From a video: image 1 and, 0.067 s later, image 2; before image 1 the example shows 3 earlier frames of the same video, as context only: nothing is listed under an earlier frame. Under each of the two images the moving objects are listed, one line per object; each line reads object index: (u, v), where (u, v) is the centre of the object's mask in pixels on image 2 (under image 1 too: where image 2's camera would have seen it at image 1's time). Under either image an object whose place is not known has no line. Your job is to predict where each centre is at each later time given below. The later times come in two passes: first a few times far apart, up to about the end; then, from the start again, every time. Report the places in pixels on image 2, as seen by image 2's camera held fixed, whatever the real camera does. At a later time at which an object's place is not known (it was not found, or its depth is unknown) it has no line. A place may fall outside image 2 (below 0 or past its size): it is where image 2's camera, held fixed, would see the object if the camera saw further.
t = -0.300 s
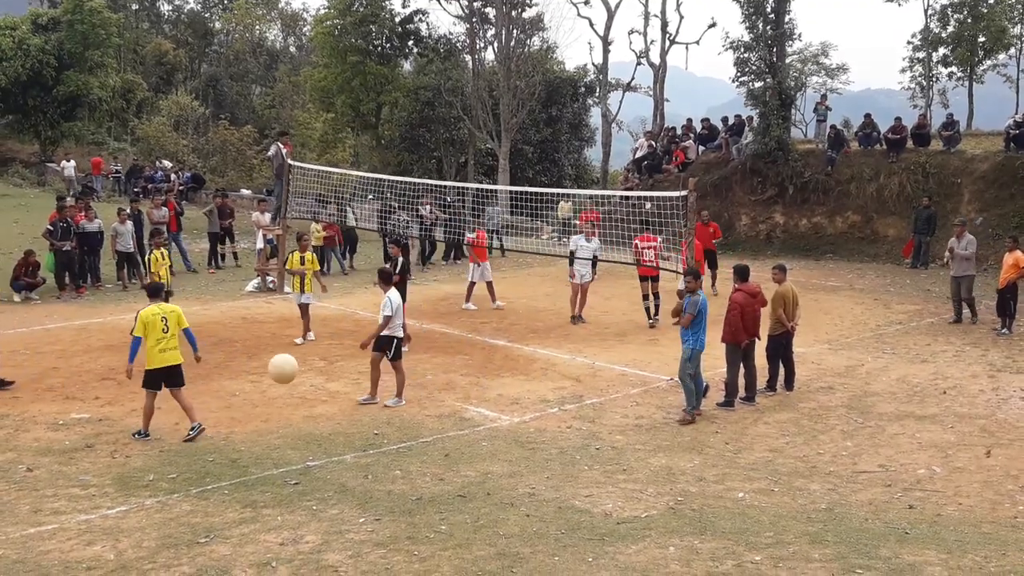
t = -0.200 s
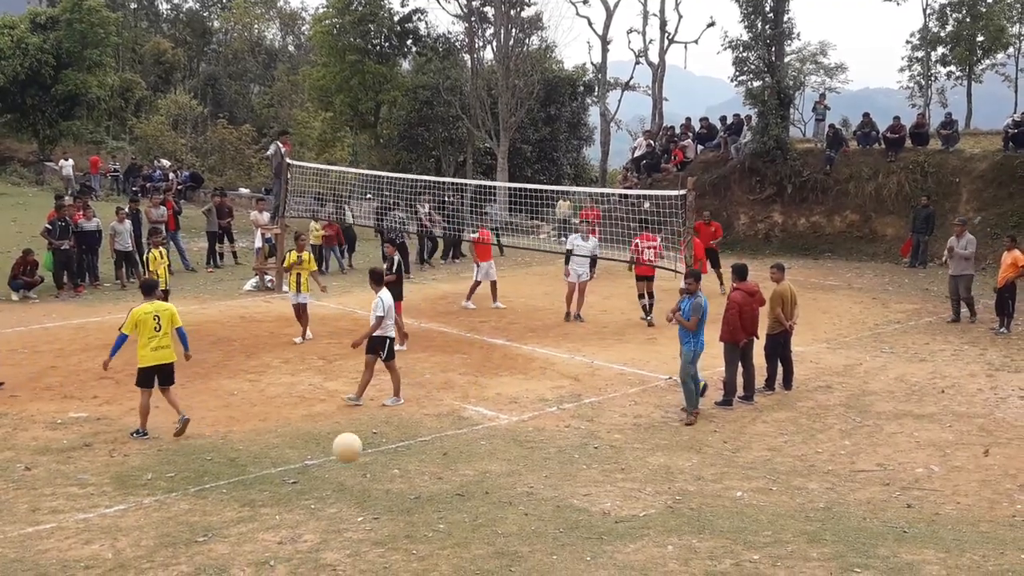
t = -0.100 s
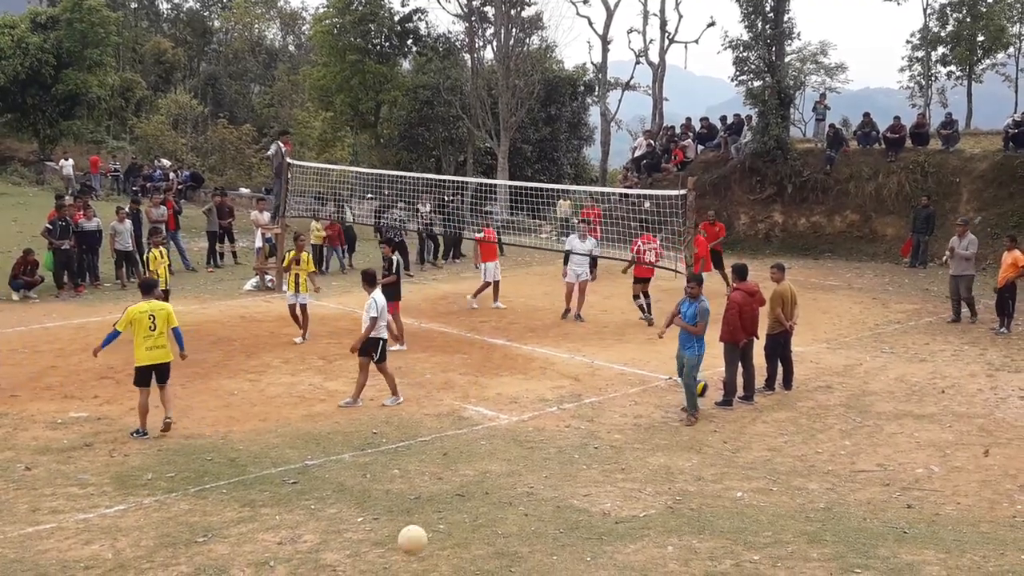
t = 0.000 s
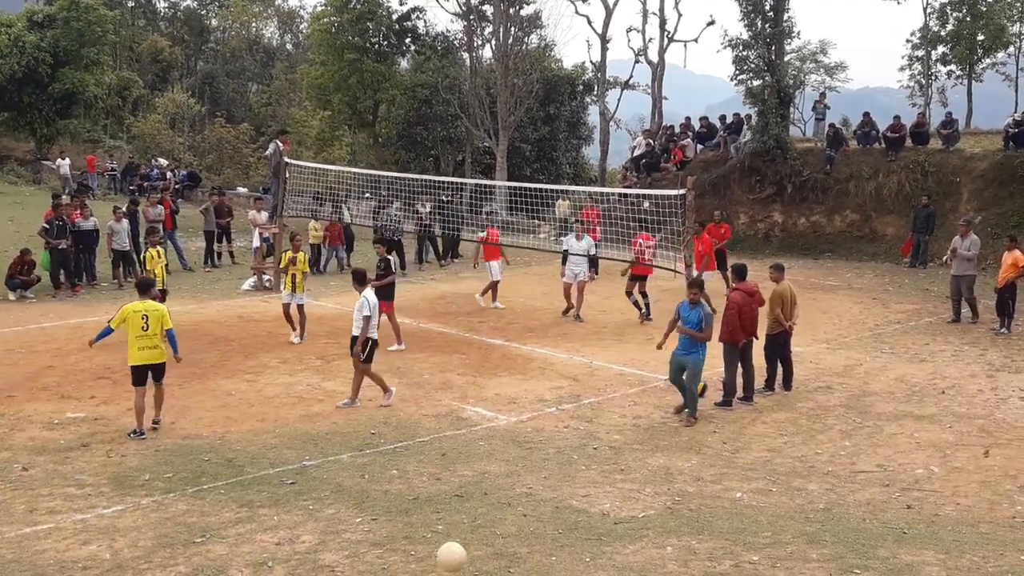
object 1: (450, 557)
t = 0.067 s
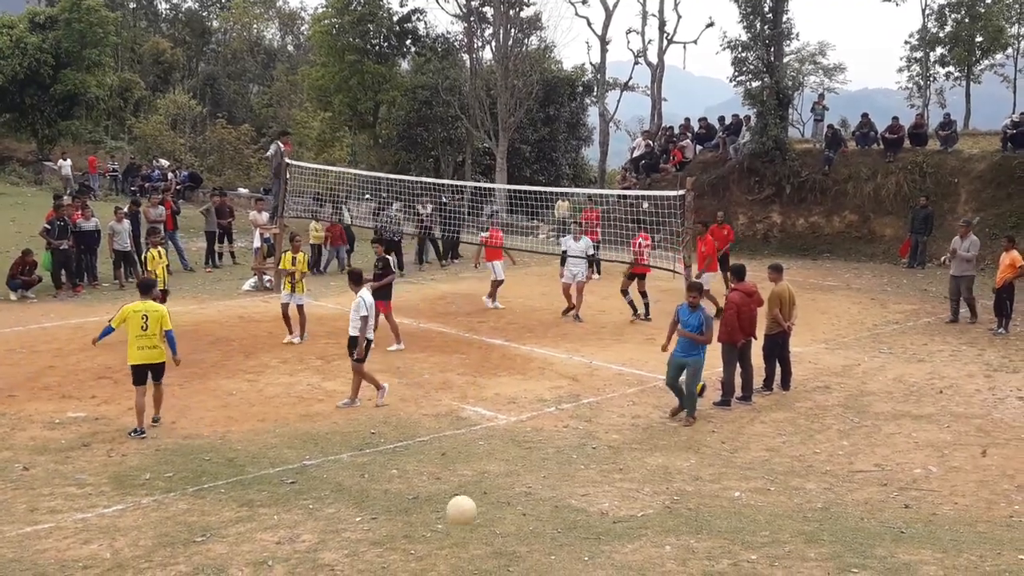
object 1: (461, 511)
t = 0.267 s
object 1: (494, 404)
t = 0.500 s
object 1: (537, 344)
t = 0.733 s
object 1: (581, 364)
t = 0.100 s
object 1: (466, 489)
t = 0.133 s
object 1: (472, 470)
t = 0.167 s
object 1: (478, 450)
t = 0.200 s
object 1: (484, 434)
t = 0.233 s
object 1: (489, 418)
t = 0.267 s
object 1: (494, 404)
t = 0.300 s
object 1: (500, 391)
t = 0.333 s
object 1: (506, 379)
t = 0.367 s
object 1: (512, 370)
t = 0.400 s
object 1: (519, 361)
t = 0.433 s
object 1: (525, 354)
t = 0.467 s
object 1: (531, 348)
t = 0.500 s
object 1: (537, 344)
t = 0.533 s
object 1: (543, 342)
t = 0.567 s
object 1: (549, 341)
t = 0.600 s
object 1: (555, 343)
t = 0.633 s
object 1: (562, 345)
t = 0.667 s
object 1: (568, 350)
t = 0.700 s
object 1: (575, 357)
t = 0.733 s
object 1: (581, 364)
